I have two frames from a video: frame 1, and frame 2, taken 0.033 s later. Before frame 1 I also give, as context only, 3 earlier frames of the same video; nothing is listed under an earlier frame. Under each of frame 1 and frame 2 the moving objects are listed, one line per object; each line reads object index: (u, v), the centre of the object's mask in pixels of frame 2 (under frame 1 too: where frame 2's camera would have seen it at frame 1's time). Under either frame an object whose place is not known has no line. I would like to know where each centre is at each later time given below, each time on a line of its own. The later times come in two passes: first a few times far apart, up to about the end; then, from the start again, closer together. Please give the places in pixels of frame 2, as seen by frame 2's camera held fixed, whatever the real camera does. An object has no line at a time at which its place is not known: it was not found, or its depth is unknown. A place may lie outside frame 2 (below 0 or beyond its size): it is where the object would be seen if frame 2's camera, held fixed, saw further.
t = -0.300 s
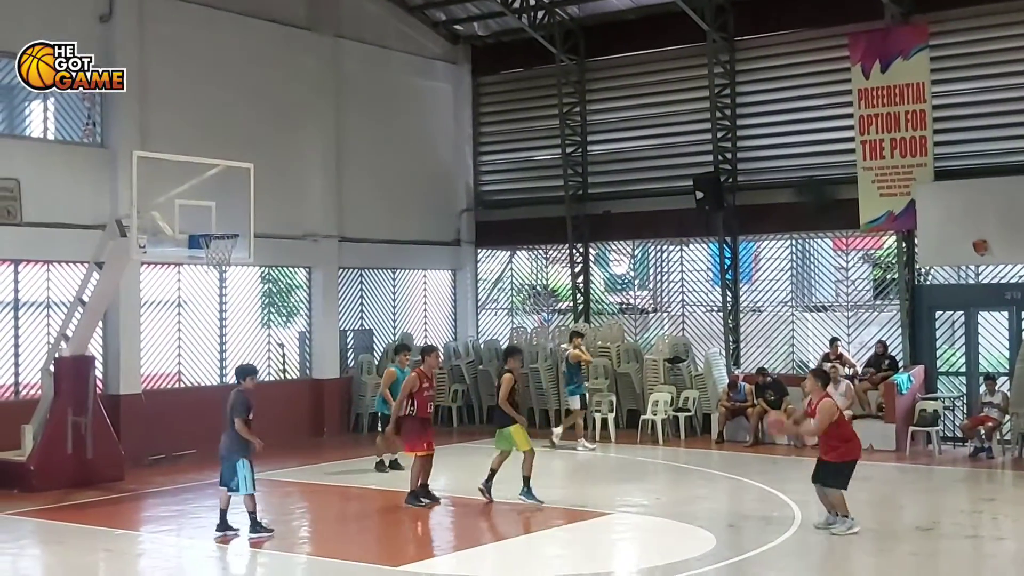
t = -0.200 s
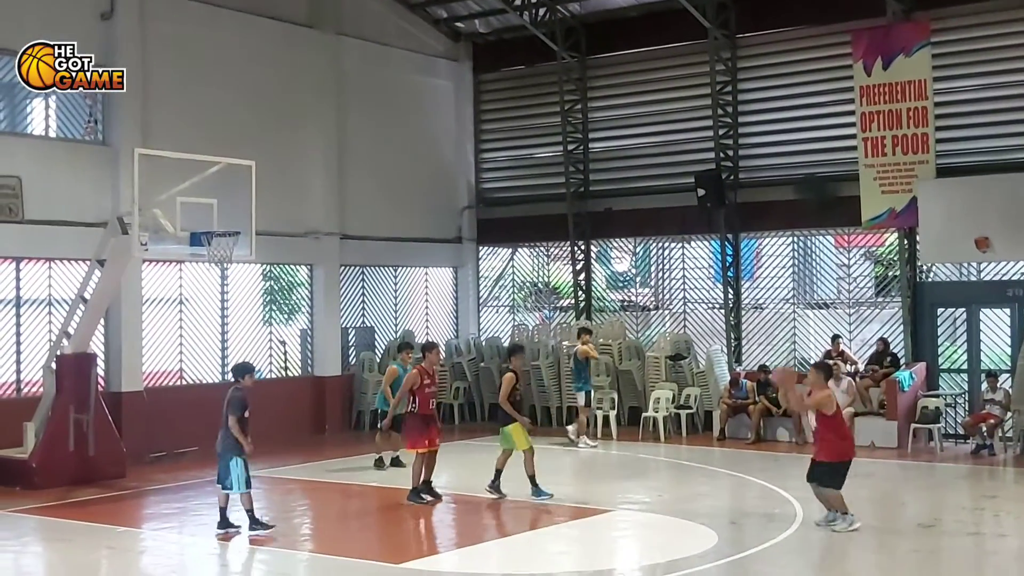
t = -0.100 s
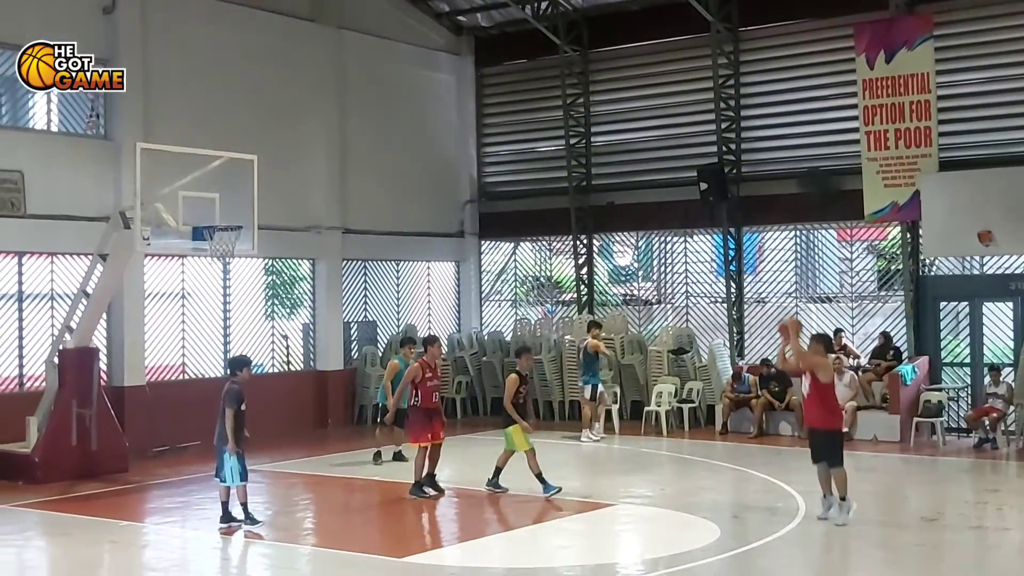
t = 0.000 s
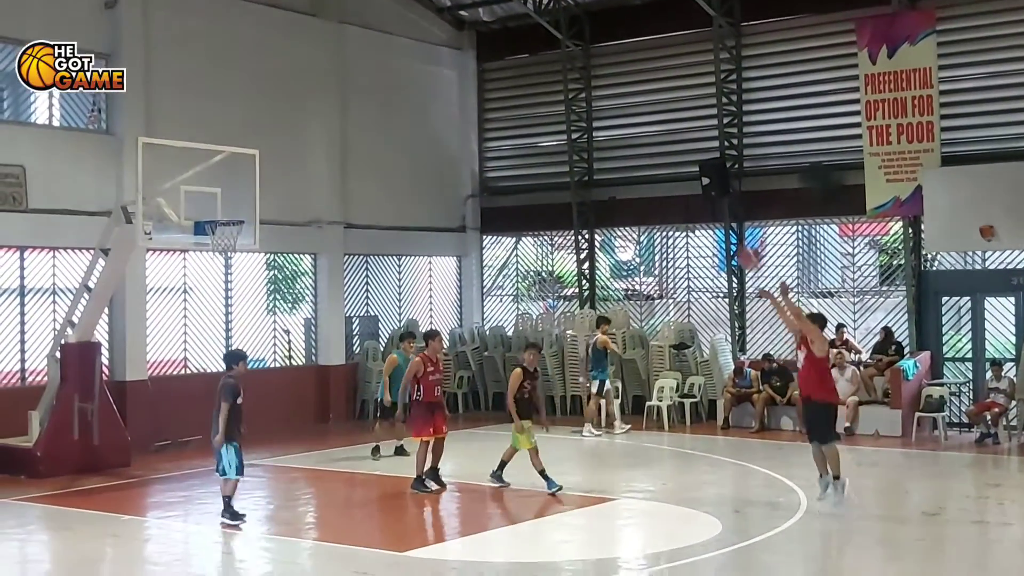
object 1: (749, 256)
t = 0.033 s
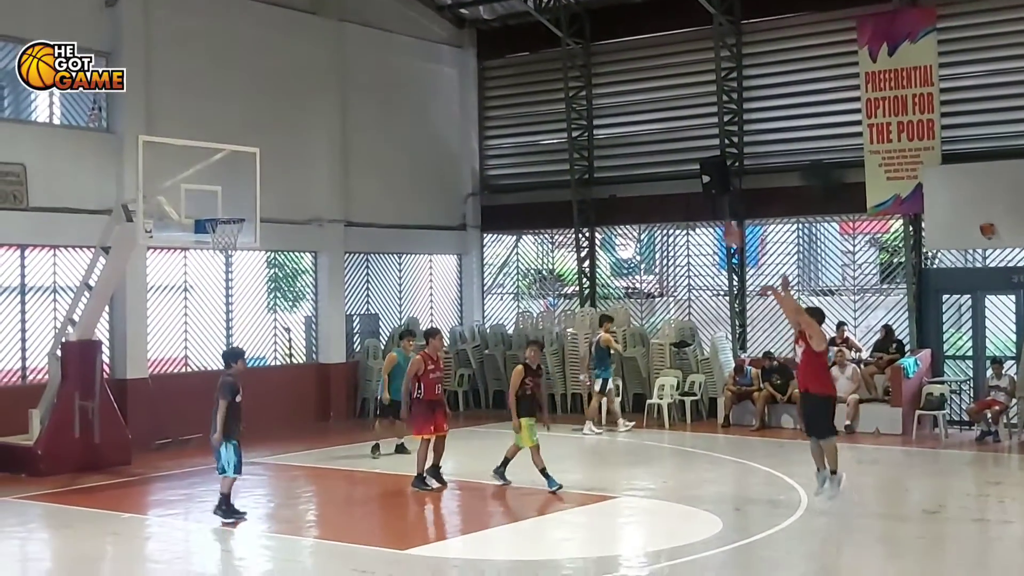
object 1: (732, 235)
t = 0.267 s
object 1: (615, 126)
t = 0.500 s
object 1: (510, 74)
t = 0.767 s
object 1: (399, 80)
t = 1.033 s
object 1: (304, 139)
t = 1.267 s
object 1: (239, 194)
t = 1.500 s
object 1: (236, 146)
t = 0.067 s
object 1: (714, 213)
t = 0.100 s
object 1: (697, 198)
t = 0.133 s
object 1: (680, 182)
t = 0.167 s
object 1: (664, 166)
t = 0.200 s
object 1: (648, 150)
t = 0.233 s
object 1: (632, 139)
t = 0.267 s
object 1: (615, 126)
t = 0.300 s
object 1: (598, 116)
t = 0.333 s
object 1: (584, 106)
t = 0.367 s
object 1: (567, 97)
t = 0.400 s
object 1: (553, 90)
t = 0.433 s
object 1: (536, 83)
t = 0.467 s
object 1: (523, 77)
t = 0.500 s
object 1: (510, 74)
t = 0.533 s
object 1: (493, 72)
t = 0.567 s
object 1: (479, 71)
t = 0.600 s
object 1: (466, 68)
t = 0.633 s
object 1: (453, 69)
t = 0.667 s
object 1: (439, 70)
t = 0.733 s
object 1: (412, 75)
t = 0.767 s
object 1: (399, 80)
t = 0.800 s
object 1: (385, 85)
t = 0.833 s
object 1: (378, 88)
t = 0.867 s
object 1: (365, 94)
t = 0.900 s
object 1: (352, 101)
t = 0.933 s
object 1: (340, 109)
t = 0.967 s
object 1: (327, 118)
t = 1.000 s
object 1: (316, 128)
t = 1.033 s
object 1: (304, 139)
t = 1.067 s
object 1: (291, 151)
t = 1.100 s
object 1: (279, 163)
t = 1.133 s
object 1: (267, 176)
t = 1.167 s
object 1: (255, 191)
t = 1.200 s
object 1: (243, 206)
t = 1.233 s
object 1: (239, 204)
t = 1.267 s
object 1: (239, 194)
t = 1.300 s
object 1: (239, 185)
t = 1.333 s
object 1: (239, 176)
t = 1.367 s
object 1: (238, 167)
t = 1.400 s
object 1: (237, 161)
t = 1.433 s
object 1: (238, 155)
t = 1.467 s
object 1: (237, 150)
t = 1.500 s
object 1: (236, 146)
